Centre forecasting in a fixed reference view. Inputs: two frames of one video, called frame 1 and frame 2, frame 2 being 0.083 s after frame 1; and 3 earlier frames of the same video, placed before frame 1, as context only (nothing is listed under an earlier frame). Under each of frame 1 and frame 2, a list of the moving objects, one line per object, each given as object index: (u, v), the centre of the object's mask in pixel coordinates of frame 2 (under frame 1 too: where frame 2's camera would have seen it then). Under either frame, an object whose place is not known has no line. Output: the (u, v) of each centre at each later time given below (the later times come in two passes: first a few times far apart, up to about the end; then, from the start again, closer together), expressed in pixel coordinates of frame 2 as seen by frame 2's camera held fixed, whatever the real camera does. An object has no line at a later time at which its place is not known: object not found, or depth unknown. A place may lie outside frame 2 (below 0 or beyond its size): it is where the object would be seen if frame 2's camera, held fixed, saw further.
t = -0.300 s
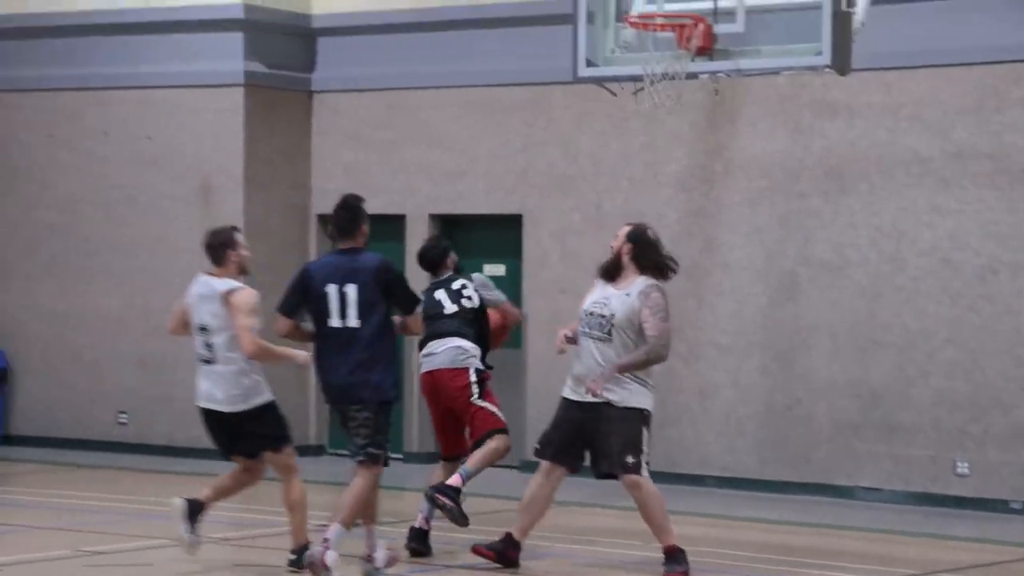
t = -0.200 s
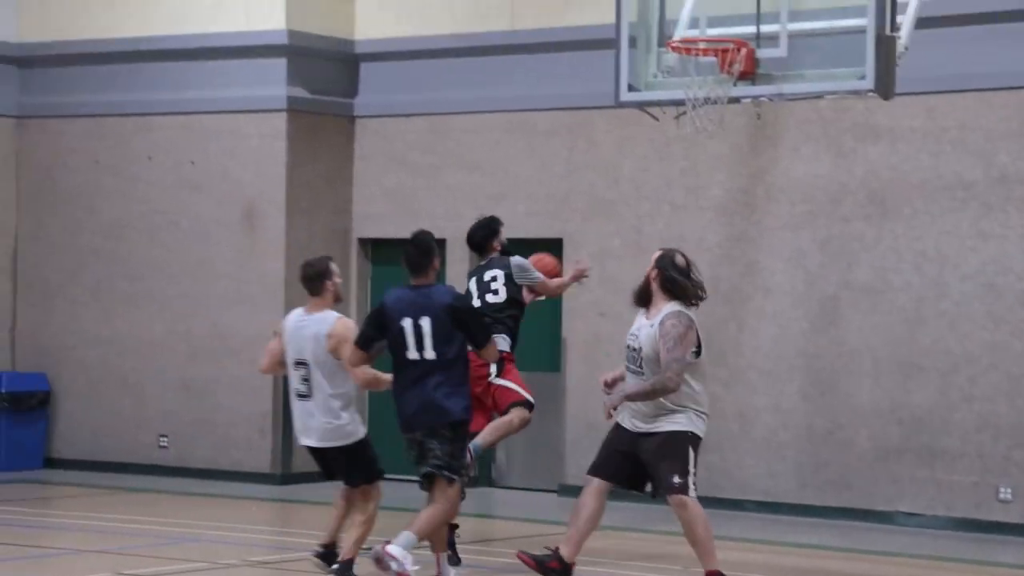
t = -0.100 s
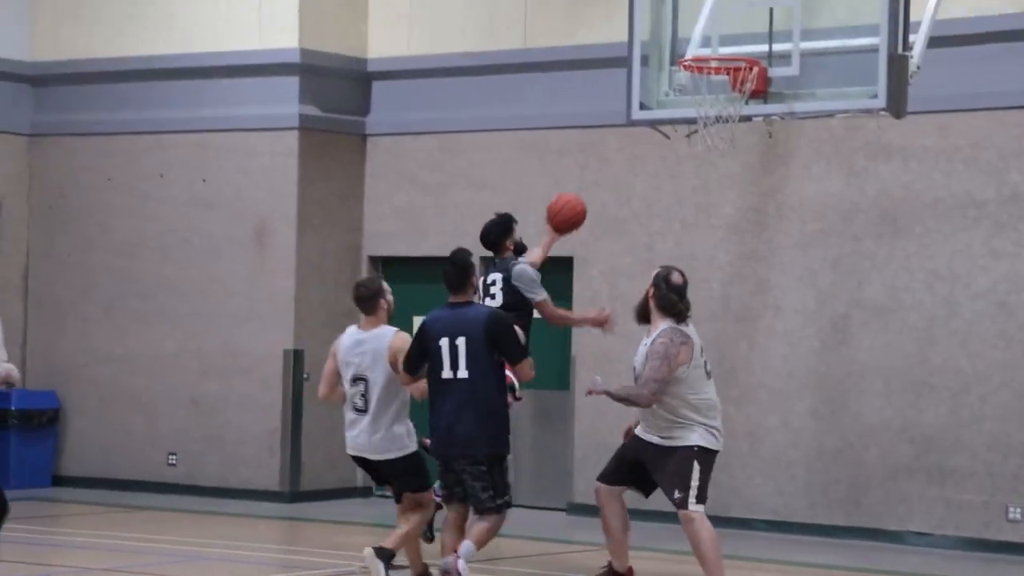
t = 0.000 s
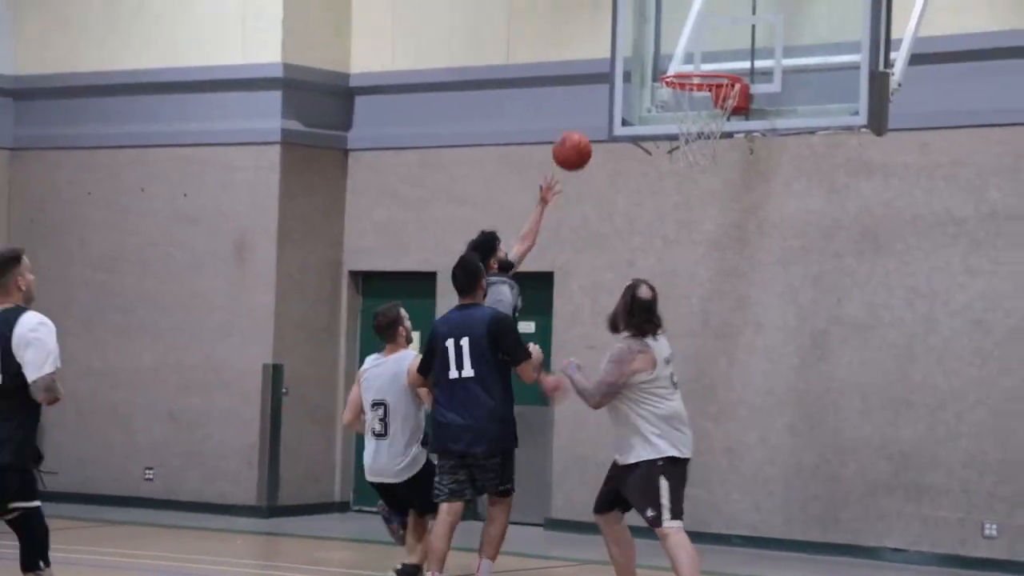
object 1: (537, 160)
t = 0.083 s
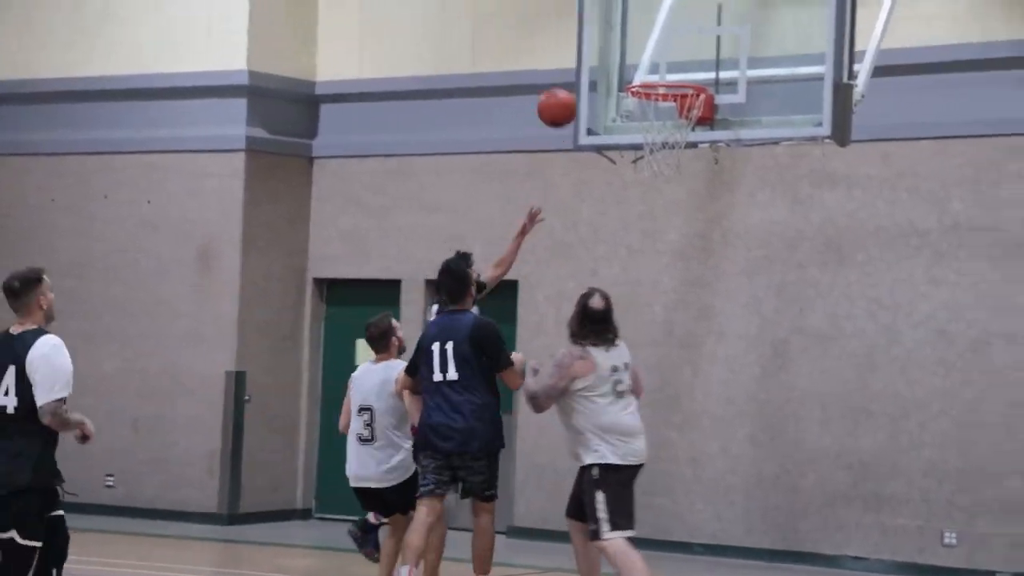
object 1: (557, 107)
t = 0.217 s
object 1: (587, 48)
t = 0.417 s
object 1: (631, 10)
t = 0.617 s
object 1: (667, 24)
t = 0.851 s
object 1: (674, 80)
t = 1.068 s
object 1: (639, 124)
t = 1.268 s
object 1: (657, 155)
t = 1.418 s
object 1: (673, 215)
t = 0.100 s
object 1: (560, 99)
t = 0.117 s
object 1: (564, 91)
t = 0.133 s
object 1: (569, 83)
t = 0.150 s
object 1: (572, 75)
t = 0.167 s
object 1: (575, 68)
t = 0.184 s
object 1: (580, 61)
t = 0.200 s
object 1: (583, 54)
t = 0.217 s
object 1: (587, 48)
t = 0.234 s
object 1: (591, 43)
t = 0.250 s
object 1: (595, 38)
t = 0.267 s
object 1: (598, 33)
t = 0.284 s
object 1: (602, 28)
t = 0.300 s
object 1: (606, 25)
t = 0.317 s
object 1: (609, 22)
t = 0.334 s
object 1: (613, 19)
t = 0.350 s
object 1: (617, 16)
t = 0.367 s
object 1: (621, 14)
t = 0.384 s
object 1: (625, 12)
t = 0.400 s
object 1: (628, 11)
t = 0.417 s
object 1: (631, 10)
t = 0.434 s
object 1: (635, 10)
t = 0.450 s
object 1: (638, 10)
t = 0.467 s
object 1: (641, 10)
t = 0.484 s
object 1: (645, 12)
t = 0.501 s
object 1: (648, 13)
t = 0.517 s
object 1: (652, 15)
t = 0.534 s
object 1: (656, 17)
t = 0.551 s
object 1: (659, 20)
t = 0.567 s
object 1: (661, 20)
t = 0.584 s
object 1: (663, 21)
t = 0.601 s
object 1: (665, 22)
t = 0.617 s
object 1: (667, 24)
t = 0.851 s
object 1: (674, 80)
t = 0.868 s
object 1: (669, 85)
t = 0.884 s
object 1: (662, 89)
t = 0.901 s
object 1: (657, 92)
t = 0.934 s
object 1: (651, 97)
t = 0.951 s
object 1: (648, 101)
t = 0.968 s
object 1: (647, 104)
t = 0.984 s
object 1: (644, 108)
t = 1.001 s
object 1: (642, 112)
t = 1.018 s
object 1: (641, 117)
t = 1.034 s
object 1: (640, 121)
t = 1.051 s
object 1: (640, 122)
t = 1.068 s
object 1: (639, 124)
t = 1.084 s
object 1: (640, 126)
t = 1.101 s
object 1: (641, 128)
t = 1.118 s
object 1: (642, 129)
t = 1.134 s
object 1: (643, 132)
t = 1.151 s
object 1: (645, 133)
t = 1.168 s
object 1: (647, 135)
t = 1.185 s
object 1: (649, 137)
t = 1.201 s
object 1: (650, 141)
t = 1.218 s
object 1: (652, 144)
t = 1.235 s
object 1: (654, 147)
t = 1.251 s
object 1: (656, 151)
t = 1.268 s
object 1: (657, 155)
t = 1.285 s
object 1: (659, 160)
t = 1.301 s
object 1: (661, 165)
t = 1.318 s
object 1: (663, 170)
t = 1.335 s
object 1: (664, 177)
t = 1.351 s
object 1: (666, 184)
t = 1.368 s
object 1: (668, 191)
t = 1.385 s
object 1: (669, 198)
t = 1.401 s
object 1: (671, 207)
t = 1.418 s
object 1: (673, 215)
